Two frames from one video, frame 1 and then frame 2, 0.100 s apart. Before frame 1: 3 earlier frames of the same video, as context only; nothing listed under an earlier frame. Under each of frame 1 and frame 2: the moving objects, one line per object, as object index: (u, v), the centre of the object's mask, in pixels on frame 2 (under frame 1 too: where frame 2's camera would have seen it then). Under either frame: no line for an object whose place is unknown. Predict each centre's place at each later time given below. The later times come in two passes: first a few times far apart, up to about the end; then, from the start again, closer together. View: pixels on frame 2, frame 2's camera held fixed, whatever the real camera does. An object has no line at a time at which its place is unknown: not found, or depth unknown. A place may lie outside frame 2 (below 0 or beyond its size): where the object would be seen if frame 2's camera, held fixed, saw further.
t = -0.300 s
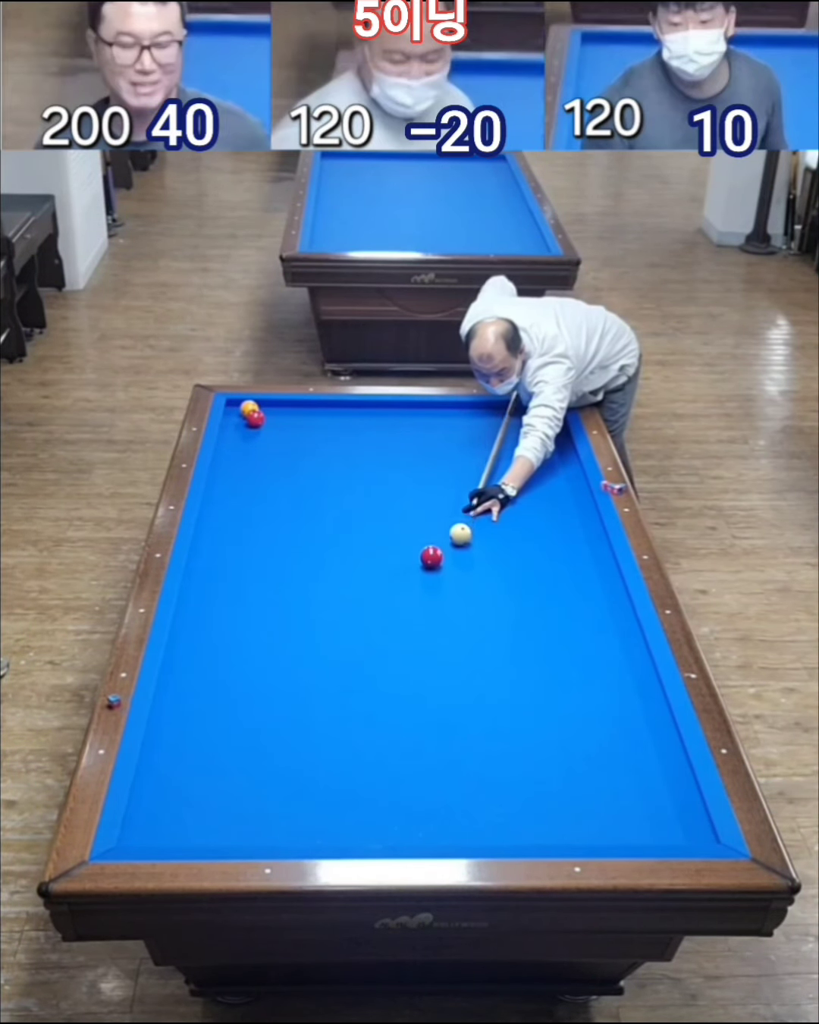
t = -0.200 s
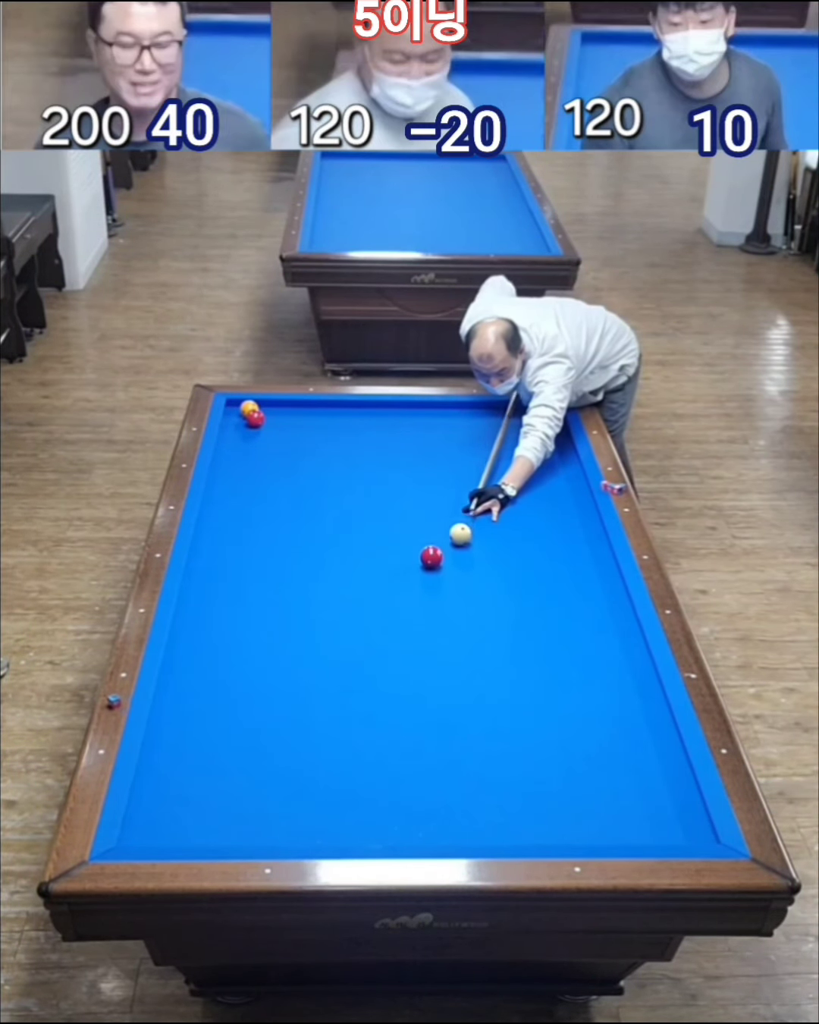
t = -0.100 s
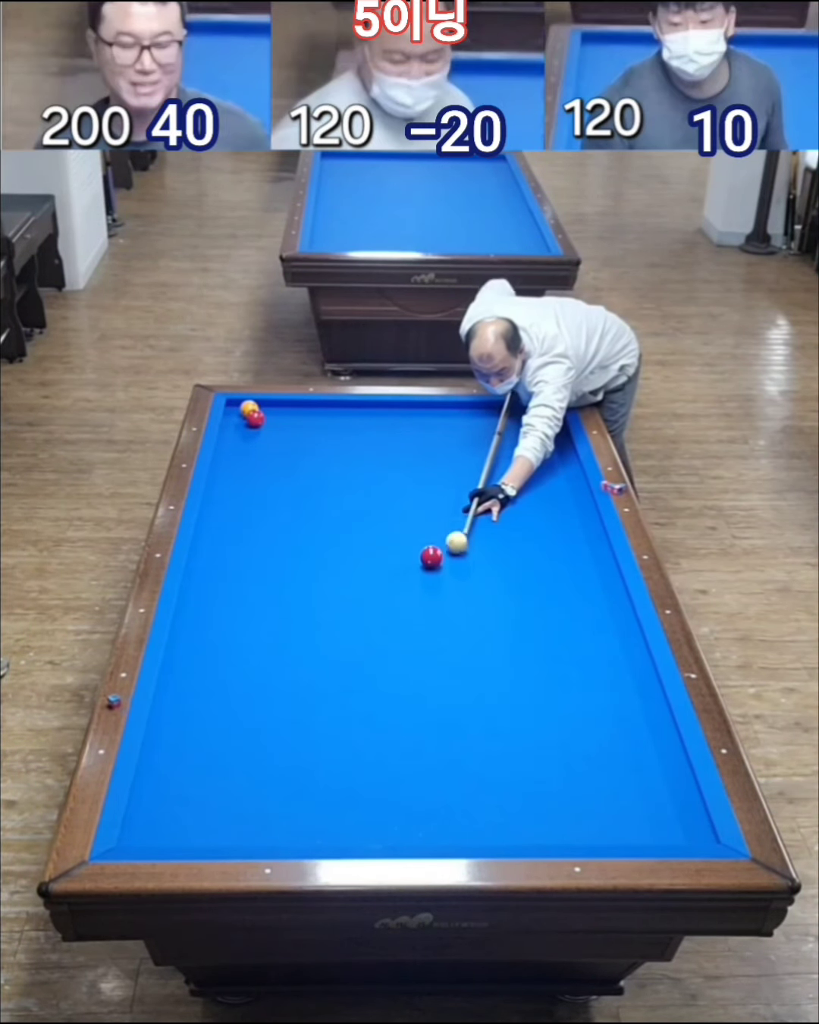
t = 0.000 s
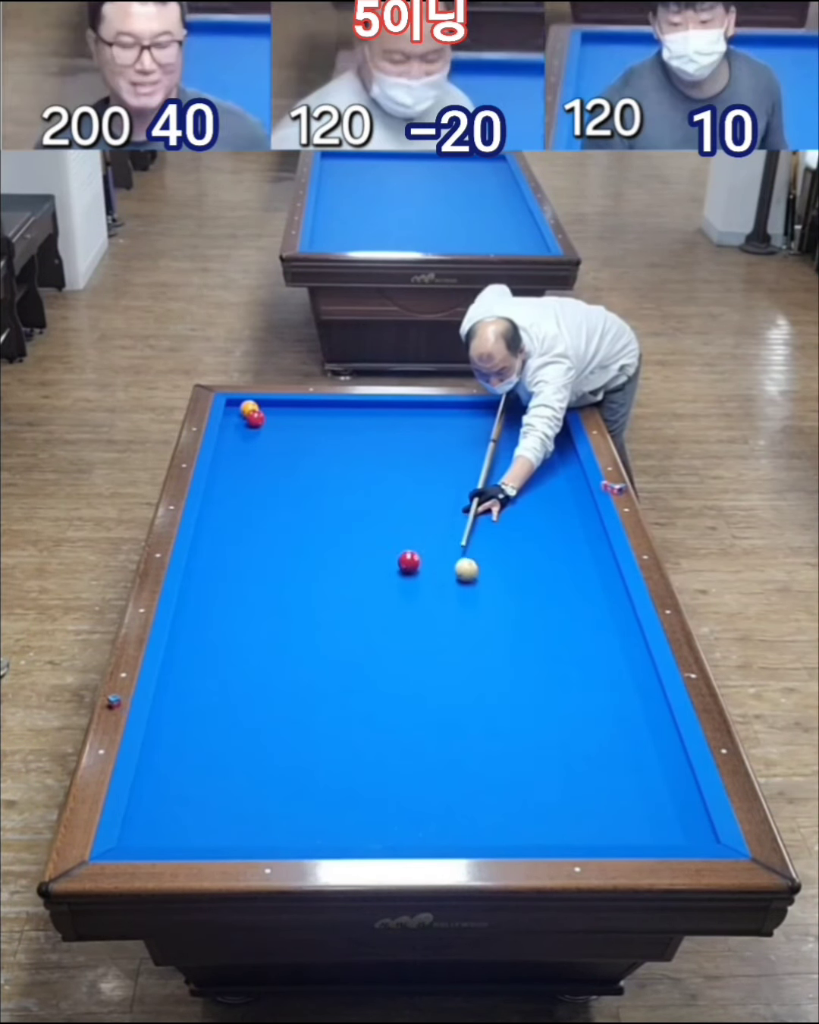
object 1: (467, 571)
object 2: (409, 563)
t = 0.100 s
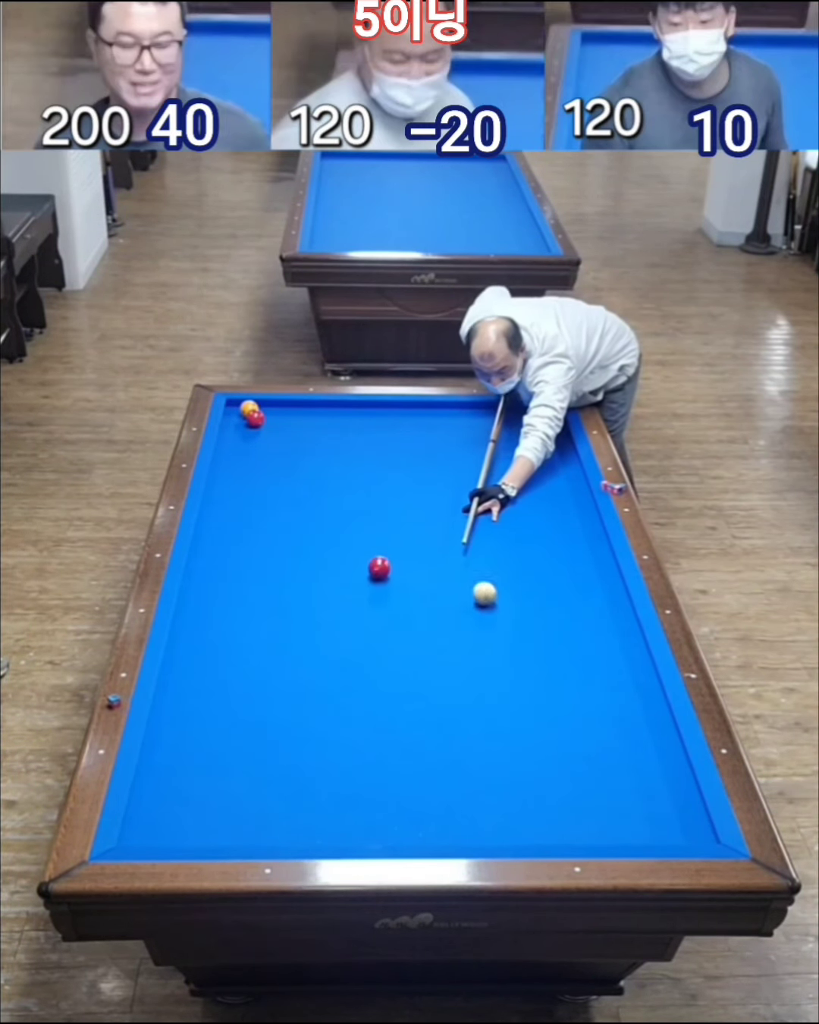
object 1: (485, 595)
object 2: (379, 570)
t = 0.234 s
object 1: (509, 627)
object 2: (346, 576)
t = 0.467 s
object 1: (556, 691)
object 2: (287, 588)
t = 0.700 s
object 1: (611, 766)
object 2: (227, 601)
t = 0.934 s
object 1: (673, 827)
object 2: (200, 613)
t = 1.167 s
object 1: (661, 778)
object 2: (231, 623)
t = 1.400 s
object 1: (621, 742)
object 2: (261, 634)
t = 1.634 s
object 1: (583, 710)
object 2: (291, 644)
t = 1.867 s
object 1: (549, 680)
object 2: (321, 654)
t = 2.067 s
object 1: (522, 657)
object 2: (346, 663)
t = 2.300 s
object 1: (492, 631)
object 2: (376, 673)
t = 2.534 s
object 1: (465, 608)
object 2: (406, 683)
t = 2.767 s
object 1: (440, 586)
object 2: (435, 693)
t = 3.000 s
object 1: (416, 566)
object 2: (464, 703)
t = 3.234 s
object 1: (394, 547)
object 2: (493, 713)
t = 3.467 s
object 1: (373, 529)
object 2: (522, 722)
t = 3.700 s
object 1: (354, 513)
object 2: (550, 732)
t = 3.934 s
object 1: (336, 498)
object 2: (578, 741)
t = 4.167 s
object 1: (320, 484)
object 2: (606, 750)
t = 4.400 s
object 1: (304, 470)
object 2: (633, 759)
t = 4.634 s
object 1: (289, 457)
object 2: (660, 767)
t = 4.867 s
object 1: (275, 446)
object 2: (678, 774)
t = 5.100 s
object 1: (262, 435)
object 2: (667, 780)
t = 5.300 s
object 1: (252, 426)
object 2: (660, 784)
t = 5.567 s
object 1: (233, 422)
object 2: (650, 790)
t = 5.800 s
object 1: (237, 421)
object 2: (642, 793)
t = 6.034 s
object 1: (244, 420)
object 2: (635, 798)
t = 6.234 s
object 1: (250, 420)
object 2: (630, 801)
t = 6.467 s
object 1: (257, 419)
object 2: (624, 804)
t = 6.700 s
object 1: (263, 419)
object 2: (620, 807)
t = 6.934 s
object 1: (268, 419)
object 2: (615, 809)
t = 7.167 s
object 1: (273, 418)
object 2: (611, 811)
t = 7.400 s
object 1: (278, 418)
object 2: (608, 812)
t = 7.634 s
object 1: (281, 418)
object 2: (605, 813)
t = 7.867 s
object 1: (284, 418)
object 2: (603, 813)
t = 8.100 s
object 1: (287, 417)
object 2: (602, 813)
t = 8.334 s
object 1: (288, 417)
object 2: (602, 813)
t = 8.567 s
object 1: (289, 417)
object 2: (601, 813)
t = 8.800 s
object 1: (290, 417)
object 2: (601, 813)
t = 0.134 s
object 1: (490, 602)
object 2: (371, 570)
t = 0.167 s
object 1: (496, 610)
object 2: (363, 572)
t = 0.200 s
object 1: (503, 618)
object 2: (354, 574)
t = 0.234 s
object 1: (509, 627)
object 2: (346, 576)
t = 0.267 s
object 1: (515, 635)
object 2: (337, 578)
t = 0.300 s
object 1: (522, 644)
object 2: (330, 579)
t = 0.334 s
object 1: (528, 654)
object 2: (321, 581)
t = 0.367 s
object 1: (535, 663)
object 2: (312, 583)
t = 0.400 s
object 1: (542, 672)
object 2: (304, 585)
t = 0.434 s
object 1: (549, 682)
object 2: (295, 587)
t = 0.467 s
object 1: (556, 691)
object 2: (287, 588)
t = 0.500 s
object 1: (563, 701)
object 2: (279, 590)
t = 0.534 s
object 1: (571, 711)
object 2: (270, 592)
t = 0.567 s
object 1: (579, 722)
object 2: (261, 594)
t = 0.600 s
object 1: (587, 733)
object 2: (253, 596)
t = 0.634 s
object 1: (595, 743)
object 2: (244, 598)
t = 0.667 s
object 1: (603, 755)
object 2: (236, 599)
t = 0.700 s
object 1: (611, 766)
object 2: (227, 601)
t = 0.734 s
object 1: (620, 778)
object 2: (218, 603)
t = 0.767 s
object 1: (629, 790)
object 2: (210, 605)
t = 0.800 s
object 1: (638, 802)
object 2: (201, 607)
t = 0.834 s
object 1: (647, 815)
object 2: (192, 609)
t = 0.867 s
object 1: (657, 828)
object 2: (189, 610)
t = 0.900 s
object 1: (666, 833)
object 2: (195, 612)
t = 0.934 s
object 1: (673, 827)
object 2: (200, 613)
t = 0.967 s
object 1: (678, 818)
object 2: (205, 614)
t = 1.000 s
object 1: (684, 809)
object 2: (209, 616)
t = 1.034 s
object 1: (690, 801)
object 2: (214, 617)
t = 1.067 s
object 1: (682, 794)
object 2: (218, 619)
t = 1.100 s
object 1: (674, 788)
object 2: (222, 620)
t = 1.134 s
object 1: (668, 783)
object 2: (227, 622)
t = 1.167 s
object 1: (661, 778)
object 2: (231, 623)
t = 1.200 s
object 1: (655, 772)
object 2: (235, 625)
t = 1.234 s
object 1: (649, 767)
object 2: (239, 626)
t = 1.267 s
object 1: (644, 762)
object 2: (244, 628)
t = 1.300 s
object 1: (637, 757)
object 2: (248, 629)
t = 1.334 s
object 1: (632, 752)
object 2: (252, 631)
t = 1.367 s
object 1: (626, 747)
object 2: (256, 632)
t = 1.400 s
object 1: (621, 742)
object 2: (261, 634)
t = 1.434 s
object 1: (615, 737)
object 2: (265, 635)
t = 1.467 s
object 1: (610, 733)
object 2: (269, 637)
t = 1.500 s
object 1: (604, 728)
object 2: (274, 638)
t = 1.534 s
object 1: (599, 723)
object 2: (278, 640)
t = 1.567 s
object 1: (594, 719)
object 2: (282, 641)
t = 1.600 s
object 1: (589, 714)
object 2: (286, 642)
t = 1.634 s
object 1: (583, 710)
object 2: (291, 644)
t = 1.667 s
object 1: (579, 705)
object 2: (295, 645)
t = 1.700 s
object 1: (574, 701)
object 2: (299, 647)
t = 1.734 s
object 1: (568, 696)
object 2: (304, 648)
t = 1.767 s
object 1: (563, 692)
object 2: (308, 650)
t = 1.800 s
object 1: (559, 688)
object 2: (312, 651)
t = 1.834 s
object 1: (554, 684)
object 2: (316, 653)
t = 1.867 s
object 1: (549, 680)
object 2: (321, 654)
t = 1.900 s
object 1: (544, 676)
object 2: (325, 656)
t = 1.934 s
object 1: (540, 672)
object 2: (329, 657)
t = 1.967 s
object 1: (536, 668)
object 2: (334, 659)
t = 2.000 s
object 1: (531, 664)
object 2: (338, 660)
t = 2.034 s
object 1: (526, 660)
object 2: (342, 661)
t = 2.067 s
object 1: (522, 657)
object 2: (346, 663)
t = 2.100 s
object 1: (518, 653)
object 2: (351, 664)
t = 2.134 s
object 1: (513, 649)
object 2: (355, 666)
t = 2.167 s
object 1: (509, 645)
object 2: (359, 667)
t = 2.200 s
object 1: (505, 642)
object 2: (363, 669)
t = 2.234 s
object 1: (501, 638)
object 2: (368, 670)
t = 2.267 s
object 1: (497, 635)
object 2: (372, 672)
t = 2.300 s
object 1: (492, 631)
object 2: (376, 673)
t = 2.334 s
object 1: (488, 628)
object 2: (380, 675)
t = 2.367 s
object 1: (484, 624)
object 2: (384, 676)
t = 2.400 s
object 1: (481, 621)
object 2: (389, 677)
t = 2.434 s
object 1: (477, 617)
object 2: (393, 679)
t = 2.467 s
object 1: (473, 614)
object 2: (397, 680)
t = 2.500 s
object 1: (469, 611)
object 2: (401, 682)
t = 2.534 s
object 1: (465, 608)
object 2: (406, 683)
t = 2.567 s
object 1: (462, 604)
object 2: (410, 685)
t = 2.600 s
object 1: (458, 601)
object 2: (414, 686)
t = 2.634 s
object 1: (454, 598)
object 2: (418, 687)
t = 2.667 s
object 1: (451, 595)
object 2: (422, 689)
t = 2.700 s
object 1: (447, 592)
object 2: (426, 690)
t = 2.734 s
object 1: (443, 589)
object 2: (431, 691)
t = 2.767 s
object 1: (440, 586)
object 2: (435, 693)
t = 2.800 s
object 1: (436, 583)
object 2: (439, 694)
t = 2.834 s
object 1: (433, 580)
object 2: (443, 696)
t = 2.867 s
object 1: (430, 577)
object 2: (447, 697)
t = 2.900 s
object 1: (426, 574)
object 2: (452, 699)
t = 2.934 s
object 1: (423, 571)
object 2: (456, 700)
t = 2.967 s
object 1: (419, 568)
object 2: (460, 702)
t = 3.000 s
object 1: (416, 566)
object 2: (464, 703)
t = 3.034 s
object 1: (413, 563)
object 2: (468, 704)
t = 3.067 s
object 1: (410, 560)
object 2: (472, 706)
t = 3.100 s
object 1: (406, 557)
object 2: (477, 707)
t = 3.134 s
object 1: (403, 555)
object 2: (481, 708)
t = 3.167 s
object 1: (400, 552)
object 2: (485, 710)
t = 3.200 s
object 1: (397, 549)
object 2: (489, 712)
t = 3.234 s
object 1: (394, 547)
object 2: (493, 713)
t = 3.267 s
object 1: (391, 544)
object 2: (497, 714)
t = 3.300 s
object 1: (388, 542)
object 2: (501, 715)
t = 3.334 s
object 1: (385, 539)
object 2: (505, 717)
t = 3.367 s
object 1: (382, 537)
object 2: (510, 718)
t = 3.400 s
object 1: (379, 534)
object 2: (514, 720)
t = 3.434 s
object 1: (376, 532)
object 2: (518, 721)
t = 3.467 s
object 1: (373, 529)
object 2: (522, 722)
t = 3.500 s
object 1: (371, 527)
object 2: (526, 723)
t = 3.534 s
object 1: (368, 525)
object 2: (530, 725)
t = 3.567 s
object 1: (365, 522)
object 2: (534, 726)
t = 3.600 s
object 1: (362, 520)
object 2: (538, 728)
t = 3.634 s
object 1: (359, 518)
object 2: (542, 729)
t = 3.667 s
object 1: (357, 515)
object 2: (546, 730)
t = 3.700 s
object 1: (354, 513)
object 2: (550, 732)
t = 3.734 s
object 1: (352, 511)
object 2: (554, 733)
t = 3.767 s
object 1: (349, 508)
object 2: (558, 735)
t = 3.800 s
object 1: (346, 506)
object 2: (562, 736)
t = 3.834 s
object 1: (344, 504)
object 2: (566, 737)
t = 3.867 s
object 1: (341, 502)
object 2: (570, 738)
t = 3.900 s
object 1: (339, 500)
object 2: (574, 740)
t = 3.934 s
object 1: (336, 498)
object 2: (578, 741)
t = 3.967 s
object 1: (334, 496)
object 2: (582, 742)
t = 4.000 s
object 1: (331, 494)
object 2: (586, 744)
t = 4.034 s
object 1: (329, 492)
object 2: (590, 745)
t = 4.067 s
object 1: (327, 490)
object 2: (594, 746)
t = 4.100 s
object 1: (324, 487)
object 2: (598, 748)
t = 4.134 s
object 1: (322, 486)
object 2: (602, 749)
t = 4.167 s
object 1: (320, 484)
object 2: (606, 750)
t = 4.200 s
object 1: (317, 481)
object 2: (610, 751)
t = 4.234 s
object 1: (315, 479)
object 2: (614, 752)
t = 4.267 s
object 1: (313, 478)
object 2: (618, 753)
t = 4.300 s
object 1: (311, 476)
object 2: (621, 755)
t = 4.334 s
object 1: (308, 474)
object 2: (626, 756)
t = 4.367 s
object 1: (306, 472)
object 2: (629, 758)
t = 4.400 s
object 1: (304, 470)
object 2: (633, 759)
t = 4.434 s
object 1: (302, 468)
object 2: (637, 760)
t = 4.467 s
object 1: (300, 467)
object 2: (641, 761)
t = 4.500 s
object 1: (298, 465)
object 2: (644, 762)
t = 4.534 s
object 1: (295, 463)
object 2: (648, 763)
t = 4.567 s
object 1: (293, 461)
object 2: (652, 765)
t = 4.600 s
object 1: (291, 459)
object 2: (656, 766)
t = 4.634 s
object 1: (289, 457)
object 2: (660, 767)
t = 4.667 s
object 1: (287, 456)
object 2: (664, 769)
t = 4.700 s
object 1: (285, 454)
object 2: (667, 770)
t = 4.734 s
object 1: (283, 452)
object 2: (671, 771)
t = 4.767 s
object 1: (281, 451)
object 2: (675, 772)
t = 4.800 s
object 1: (279, 449)
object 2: (678, 773)
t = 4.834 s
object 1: (277, 447)
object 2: (679, 774)
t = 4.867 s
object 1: (275, 446)
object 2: (678, 774)
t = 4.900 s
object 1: (273, 444)
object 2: (676, 775)
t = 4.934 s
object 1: (271, 442)
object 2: (674, 776)
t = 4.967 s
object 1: (270, 441)
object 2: (673, 777)
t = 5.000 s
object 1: (268, 439)
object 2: (672, 778)
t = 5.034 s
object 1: (266, 438)
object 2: (670, 779)
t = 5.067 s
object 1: (264, 436)
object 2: (669, 779)
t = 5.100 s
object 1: (262, 435)
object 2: (667, 780)
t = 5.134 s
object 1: (260, 433)
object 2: (666, 781)
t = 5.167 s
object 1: (259, 431)
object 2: (665, 781)
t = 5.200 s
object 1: (257, 430)
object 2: (664, 782)
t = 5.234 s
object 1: (255, 428)
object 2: (662, 783)
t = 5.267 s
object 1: (253, 427)
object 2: (661, 783)
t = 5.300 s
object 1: (252, 426)
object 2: (660, 784)
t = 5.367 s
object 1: (247, 424)
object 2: (657, 785)
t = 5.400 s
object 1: (245, 424)
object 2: (656, 786)
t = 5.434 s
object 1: (242, 424)
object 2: (655, 787)
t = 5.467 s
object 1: (240, 423)
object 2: (653, 788)
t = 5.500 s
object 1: (238, 423)
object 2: (652, 788)
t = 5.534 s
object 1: (236, 423)
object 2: (651, 789)
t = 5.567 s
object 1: (233, 422)
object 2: (650, 790)
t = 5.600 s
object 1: (231, 422)
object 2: (649, 790)
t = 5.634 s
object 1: (231, 421)
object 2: (648, 791)
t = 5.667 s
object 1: (232, 421)
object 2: (647, 791)
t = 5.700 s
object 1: (233, 421)
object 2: (646, 792)
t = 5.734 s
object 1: (234, 421)
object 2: (644, 793)
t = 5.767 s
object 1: (236, 421)
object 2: (643, 793)
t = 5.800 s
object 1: (237, 421)
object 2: (642, 793)
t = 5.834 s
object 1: (238, 421)
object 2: (641, 794)
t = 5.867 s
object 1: (239, 421)
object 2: (640, 795)
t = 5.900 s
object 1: (240, 421)
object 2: (639, 795)
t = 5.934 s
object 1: (241, 421)
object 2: (638, 796)
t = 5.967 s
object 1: (242, 421)
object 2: (637, 796)
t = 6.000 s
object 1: (243, 421)
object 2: (636, 797)
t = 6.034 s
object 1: (244, 420)
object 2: (635, 798)
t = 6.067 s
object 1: (245, 420)
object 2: (634, 798)
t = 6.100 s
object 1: (246, 420)
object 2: (634, 799)
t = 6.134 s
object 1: (247, 420)
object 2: (633, 800)
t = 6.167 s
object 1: (248, 420)
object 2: (632, 800)
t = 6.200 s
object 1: (249, 420)
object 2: (631, 800)
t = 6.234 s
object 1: (250, 420)
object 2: (630, 801)
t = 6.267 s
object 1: (251, 420)
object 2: (629, 801)
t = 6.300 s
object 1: (252, 420)
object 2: (628, 802)
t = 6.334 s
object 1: (253, 420)
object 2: (627, 803)
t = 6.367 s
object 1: (254, 420)
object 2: (627, 803)
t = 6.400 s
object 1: (255, 420)
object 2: (626, 803)
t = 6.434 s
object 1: (256, 419)
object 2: (625, 804)
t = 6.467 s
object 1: (257, 419)
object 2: (624, 804)
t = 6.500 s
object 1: (258, 419)
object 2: (624, 805)
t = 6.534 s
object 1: (259, 419)
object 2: (623, 805)
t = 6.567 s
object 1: (260, 419)
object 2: (622, 805)
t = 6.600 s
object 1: (261, 419)
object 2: (622, 806)
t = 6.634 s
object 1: (261, 419)
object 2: (621, 806)
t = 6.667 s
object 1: (262, 419)
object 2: (620, 806)
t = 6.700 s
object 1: (263, 419)
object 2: (620, 807)
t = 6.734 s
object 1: (264, 419)
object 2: (619, 807)
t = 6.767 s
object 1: (265, 419)
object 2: (618, 808)
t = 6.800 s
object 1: (265, 419)
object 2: (618, 808)
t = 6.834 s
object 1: (266, 419)
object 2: (617, 808)
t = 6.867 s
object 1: (267, 419)
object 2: (617, 809)
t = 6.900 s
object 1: (268, 419)
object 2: (616, 809)
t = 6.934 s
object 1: (268, 419)
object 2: (615, 809)
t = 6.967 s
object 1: (269, 419)
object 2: (615, 809)
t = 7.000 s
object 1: (270, 418)
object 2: (614, 810)
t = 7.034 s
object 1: (271, 418)
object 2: (614, 810)
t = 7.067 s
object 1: (271, 418)
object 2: (613, 810)
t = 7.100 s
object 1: (272, 418)
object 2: (613, 811)
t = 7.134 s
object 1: (273, 418)
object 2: (612, 811)
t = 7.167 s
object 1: (273, 418)
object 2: (611, 811)
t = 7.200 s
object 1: (274, 418)
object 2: (611, 811)
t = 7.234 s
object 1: (275, 418)
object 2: (611, 811)
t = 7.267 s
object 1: (275, 418)
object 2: (610, 811)
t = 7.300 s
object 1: (276, 418)
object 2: (610, 811)
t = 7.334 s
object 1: (276, 418)
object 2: (609, 812)
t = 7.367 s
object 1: (277, 418)
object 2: (609, 812)
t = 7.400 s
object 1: (278, 418)
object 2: (608, 812)
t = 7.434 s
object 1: (278, 418)
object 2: (608, 812)
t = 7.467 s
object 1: (279, 418)
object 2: (607, 812)
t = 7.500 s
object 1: (279, 418)
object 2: (607, 812)
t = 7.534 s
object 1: (280, 418)
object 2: (607, 812)
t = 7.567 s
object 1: (280, 418)
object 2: (606, 812)
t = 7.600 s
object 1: (281, 418)
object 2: (606, 812)
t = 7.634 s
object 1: (281, 418)
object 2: (605, 813)
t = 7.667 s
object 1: (282, 418)
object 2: (605, 813)
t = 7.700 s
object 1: (282, 418)
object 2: (605, 813)
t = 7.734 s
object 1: (282, 418)
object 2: (604, 813)
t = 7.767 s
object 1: (283, 418)
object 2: (604, 813)
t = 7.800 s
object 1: (283, 418)
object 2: (604, 813)
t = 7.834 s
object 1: (283, 418)
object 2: (603, 813)
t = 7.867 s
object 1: (284, 418)
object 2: (603, 813)
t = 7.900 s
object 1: (284, 417)
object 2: (603, 813)
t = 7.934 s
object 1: (285, 417)
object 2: (603, 813)
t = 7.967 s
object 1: (285, 417)
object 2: (603, 813)
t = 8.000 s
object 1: (285, 417)
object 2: (603, 813)
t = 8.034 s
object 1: (286, 417)
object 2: (602, 813)
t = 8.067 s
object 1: (286, 417)
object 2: (602, 813)
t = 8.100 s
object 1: (287, 417)
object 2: (602, 813)
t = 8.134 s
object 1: (287, 417)
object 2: (602, 813)
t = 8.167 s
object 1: (287, 417)
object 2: (602, 813)
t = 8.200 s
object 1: (287, 417)
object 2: (602, 813)
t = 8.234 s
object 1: (287, 417)
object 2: (602, 813)
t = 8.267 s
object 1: (288, 417)
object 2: (602, 813)
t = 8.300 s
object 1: (288, 417)
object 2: (602, 813)
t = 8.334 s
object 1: (288, 417)
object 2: (602, 813)
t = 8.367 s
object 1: (288, 417)
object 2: (602, 813)
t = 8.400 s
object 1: (288, 417)
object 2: (602, 813)
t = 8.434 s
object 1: (289, 417)
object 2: (602, 813)
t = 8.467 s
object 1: (289, 417)
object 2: (602, 813)
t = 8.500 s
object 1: (289, 417)
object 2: (602, 813)
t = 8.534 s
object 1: (289, 417)
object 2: (601, 813)
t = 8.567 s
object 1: (289, 417)
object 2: (601, 813)
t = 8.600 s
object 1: (289, 417)
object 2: (601, 813)
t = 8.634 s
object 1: (289, 417)
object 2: (601, 813)
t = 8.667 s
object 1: (290, 417)
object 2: (601, 813)
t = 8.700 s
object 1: (290, 417)
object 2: (601, 813)
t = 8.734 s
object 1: (290, 417)
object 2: (601, 813)
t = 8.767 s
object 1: (290, 417)
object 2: (601, 813)
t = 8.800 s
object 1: (290, 417)
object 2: (601, 813)
